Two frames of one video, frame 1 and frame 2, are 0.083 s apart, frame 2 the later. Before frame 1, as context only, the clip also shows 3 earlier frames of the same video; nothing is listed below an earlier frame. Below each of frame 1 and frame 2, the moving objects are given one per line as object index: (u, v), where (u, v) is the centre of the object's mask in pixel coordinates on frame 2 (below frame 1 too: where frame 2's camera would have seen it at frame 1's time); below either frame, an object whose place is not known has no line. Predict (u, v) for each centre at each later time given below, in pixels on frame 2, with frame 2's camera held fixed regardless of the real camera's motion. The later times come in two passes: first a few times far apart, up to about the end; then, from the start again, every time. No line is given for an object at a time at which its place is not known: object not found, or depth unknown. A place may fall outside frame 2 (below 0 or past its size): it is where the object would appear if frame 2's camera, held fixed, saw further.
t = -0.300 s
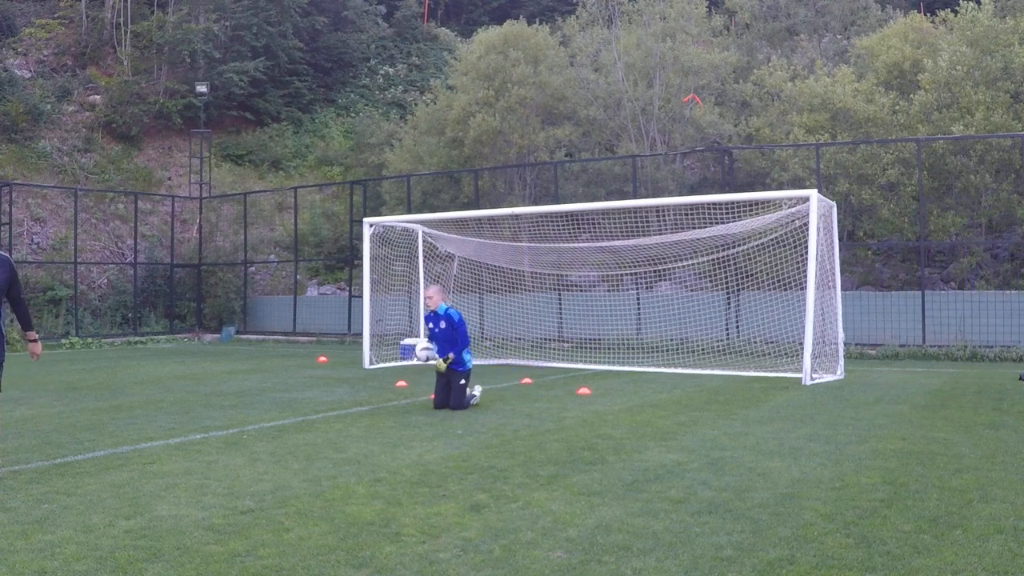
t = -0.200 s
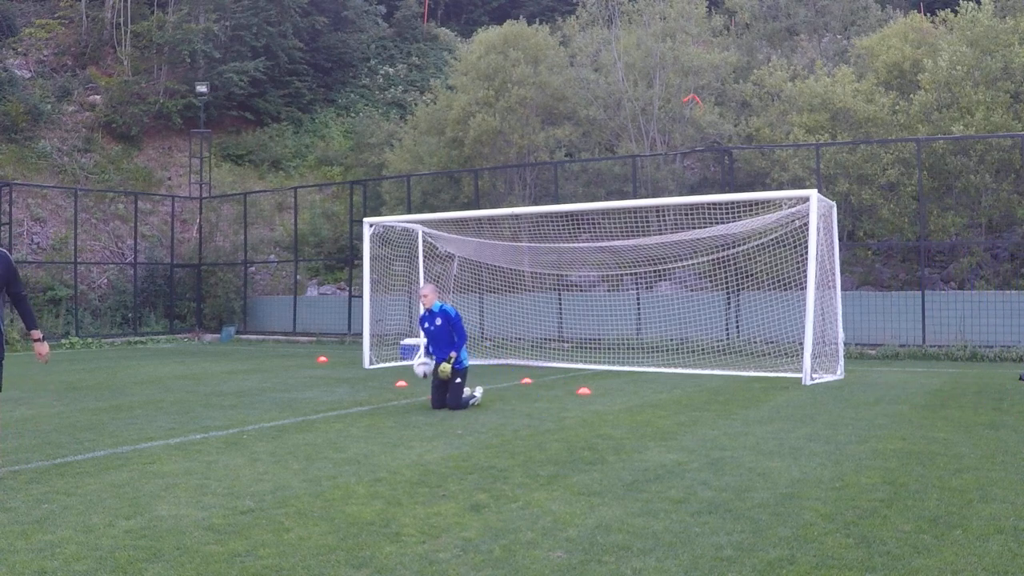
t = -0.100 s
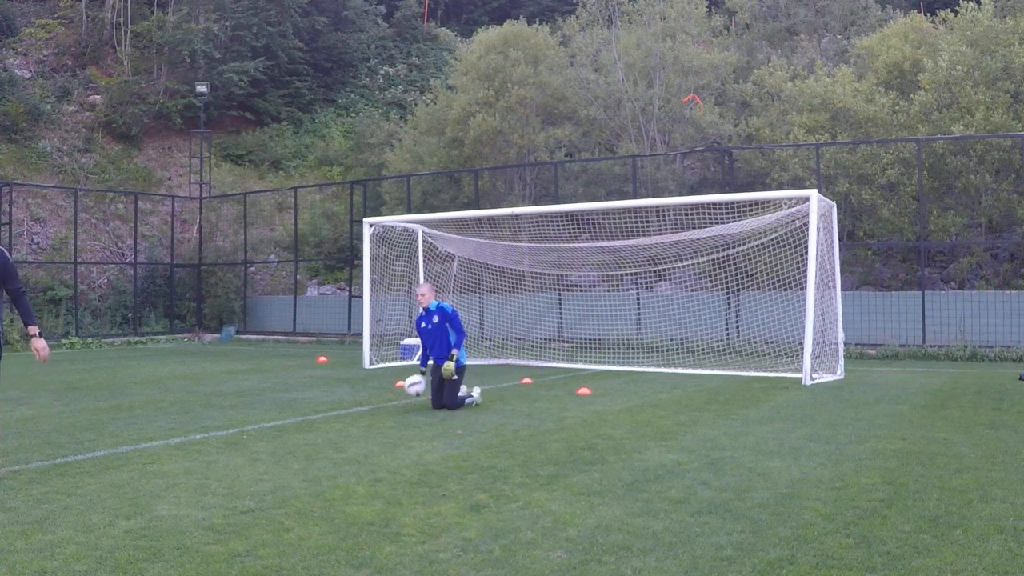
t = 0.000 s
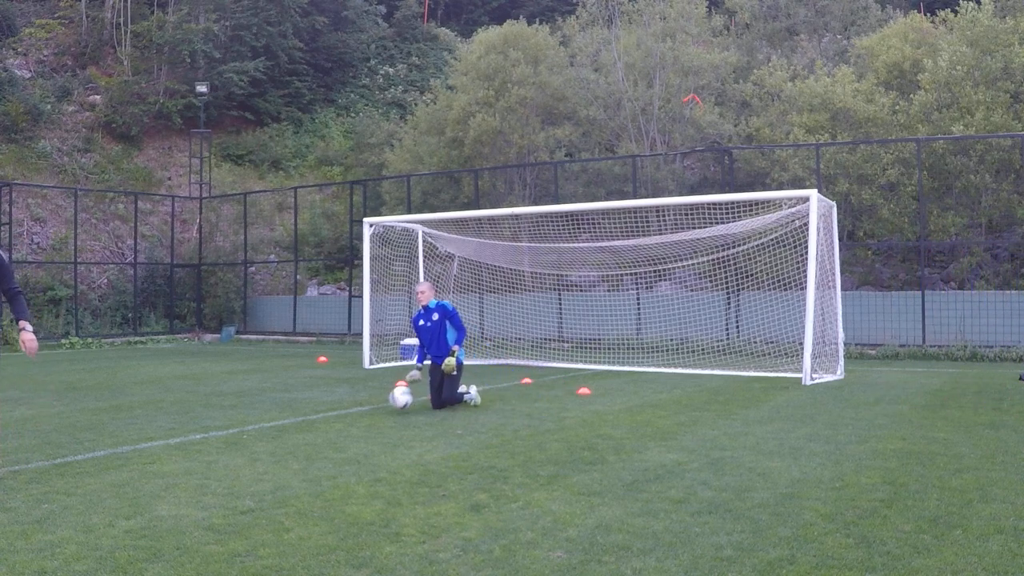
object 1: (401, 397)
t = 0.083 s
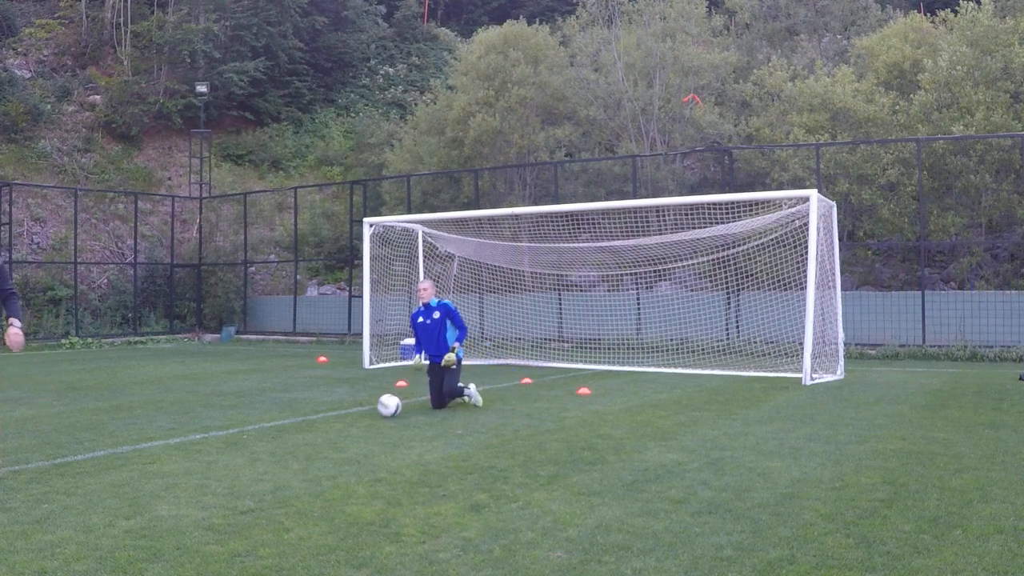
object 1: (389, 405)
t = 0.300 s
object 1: (361, 417)
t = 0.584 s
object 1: (319, 430)
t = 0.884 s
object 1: (268, 446)
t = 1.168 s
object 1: (216, 461)
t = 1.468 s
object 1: (155, 479)
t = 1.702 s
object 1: (107, 495)
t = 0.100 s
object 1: (387, 405)
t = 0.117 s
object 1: (385, 404)
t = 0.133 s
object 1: (383, 404)
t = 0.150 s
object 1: (381, 404)
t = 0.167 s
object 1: (379, 404)
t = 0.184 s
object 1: (377, 405)
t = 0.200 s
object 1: (374, 406)
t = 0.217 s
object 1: (372, 407)
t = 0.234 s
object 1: (370, 409)
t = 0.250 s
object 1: (368, 411)
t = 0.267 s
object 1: (365, 413)
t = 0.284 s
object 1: (363, 415)
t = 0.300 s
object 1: (361, 417)
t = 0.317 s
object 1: (359, 417)
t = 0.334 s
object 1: (356, 417)
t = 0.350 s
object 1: (353, 417)
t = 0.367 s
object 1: (352, 418)
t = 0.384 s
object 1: (349, 419)
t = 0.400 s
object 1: (347, 420)
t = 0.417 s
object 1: (344, 421)
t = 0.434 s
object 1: (341, 422)
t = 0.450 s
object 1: (339, 423)
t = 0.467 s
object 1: (337, 423)
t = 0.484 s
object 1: (334, 424)
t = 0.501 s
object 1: (332, 425)
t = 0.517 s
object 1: (329, 426)
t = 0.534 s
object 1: (327, 426)
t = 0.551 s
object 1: (324, 428)
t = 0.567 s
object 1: (321, 429)
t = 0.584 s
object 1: (319, 430)
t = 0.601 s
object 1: (316, 430)
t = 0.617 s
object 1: (313, 431)
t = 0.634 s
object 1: (310, 431)
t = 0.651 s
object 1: (307, 432)
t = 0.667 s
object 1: (305, 433)
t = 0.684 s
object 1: (302, 434)
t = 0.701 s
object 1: (299, 435)
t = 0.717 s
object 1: (297, 436)
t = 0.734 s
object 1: (294, 438)
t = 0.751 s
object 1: (291, 438)
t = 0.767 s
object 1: (288, 439)
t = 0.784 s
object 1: (286, 439)
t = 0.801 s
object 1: (283, 440)
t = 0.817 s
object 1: (280, 441)
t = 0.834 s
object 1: (277, 442)
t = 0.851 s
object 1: (274, 443)
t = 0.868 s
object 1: (271, 445)
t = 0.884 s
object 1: (268, 446)
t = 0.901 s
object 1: (265, 447)
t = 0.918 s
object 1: (262, 447)
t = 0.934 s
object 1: (259, 448)
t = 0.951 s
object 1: (256, 449)
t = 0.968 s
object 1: (253, 451)
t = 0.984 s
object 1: (251, 452)
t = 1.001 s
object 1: (247, 453)
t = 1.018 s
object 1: (244, 454)
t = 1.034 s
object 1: (242, 454)
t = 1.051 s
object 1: (239, 455)
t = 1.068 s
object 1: (236, 456)
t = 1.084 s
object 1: (232, 458)
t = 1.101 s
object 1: (229, 458)
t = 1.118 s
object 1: (226, 459)
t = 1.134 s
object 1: (222, 460)
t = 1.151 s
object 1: (219, 461)
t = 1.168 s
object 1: (216, 461)
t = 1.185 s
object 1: (213, 462)
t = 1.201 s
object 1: (210, 463)
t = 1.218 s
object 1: (206, 465)
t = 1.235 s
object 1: (203, 467)
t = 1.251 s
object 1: (199, 468)
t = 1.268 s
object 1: (196, 469)
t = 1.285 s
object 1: (193, 469)
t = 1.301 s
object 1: (189, 469)
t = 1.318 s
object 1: (186, 470)
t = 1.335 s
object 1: (183, 470)
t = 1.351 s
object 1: (180, 472)
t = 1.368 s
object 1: (176, 473)
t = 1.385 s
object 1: (173, 475)
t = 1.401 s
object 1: (169, 477)
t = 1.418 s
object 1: (166, 478)
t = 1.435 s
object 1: (162, 479)
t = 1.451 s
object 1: (158, 479)
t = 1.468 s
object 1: (155, 479)
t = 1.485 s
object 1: (152, 479)
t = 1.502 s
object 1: (149, 480)
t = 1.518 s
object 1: (145, 482)
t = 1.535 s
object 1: (142, 483)
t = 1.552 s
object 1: (138, 485)
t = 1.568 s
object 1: (135, 487)
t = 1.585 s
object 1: (132, 488)
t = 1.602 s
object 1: (128, 488)
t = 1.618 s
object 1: (124, 489)
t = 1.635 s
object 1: (121, 490)
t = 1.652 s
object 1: (118, 491)
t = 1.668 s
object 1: (114, 493)
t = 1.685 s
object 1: (110, 494)
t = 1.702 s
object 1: (107, 495)
